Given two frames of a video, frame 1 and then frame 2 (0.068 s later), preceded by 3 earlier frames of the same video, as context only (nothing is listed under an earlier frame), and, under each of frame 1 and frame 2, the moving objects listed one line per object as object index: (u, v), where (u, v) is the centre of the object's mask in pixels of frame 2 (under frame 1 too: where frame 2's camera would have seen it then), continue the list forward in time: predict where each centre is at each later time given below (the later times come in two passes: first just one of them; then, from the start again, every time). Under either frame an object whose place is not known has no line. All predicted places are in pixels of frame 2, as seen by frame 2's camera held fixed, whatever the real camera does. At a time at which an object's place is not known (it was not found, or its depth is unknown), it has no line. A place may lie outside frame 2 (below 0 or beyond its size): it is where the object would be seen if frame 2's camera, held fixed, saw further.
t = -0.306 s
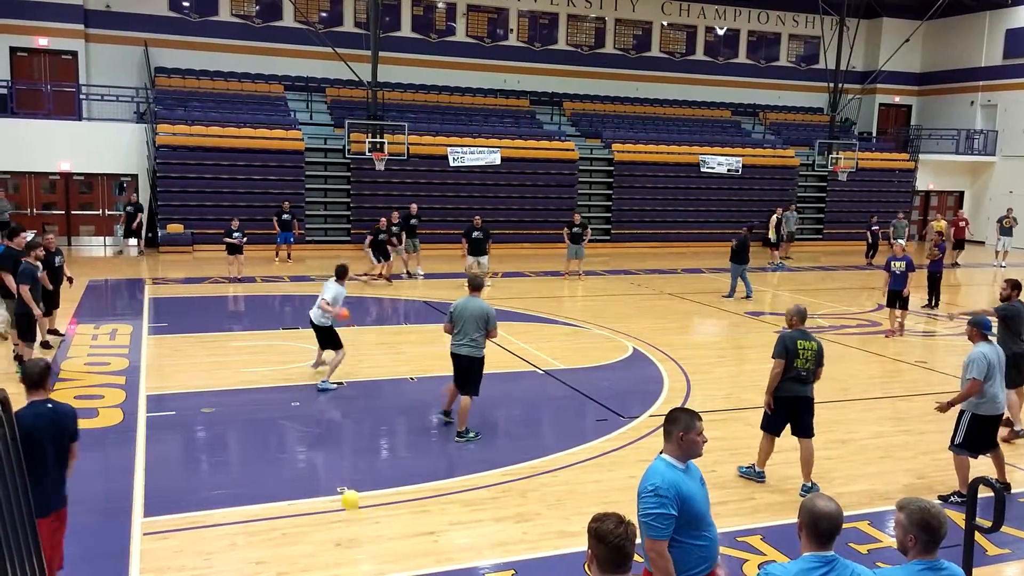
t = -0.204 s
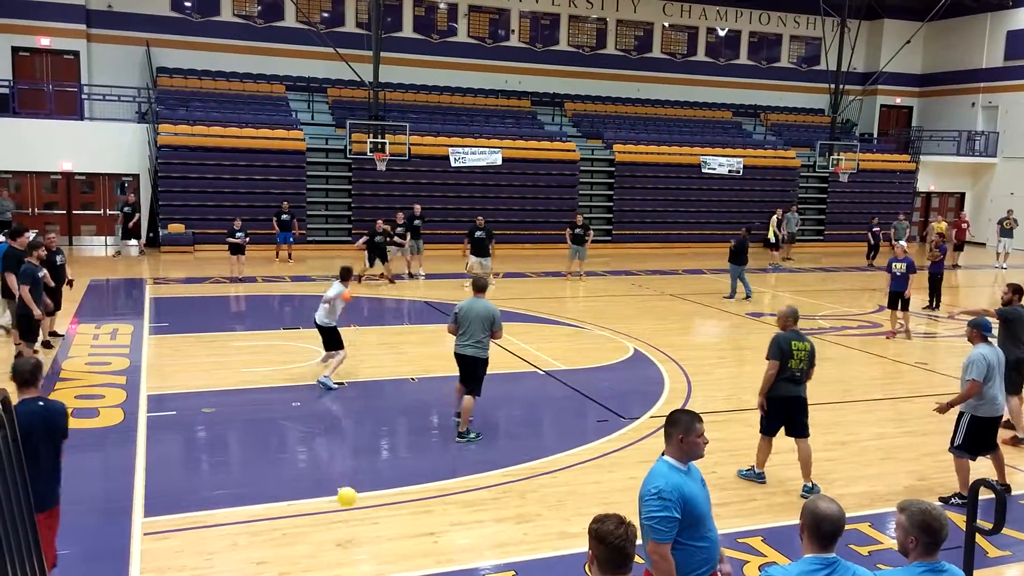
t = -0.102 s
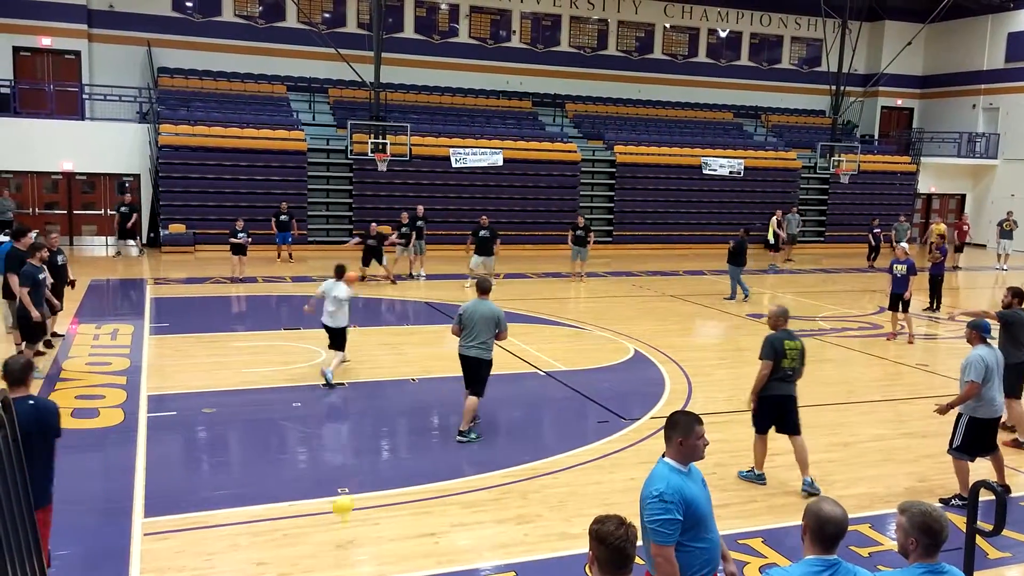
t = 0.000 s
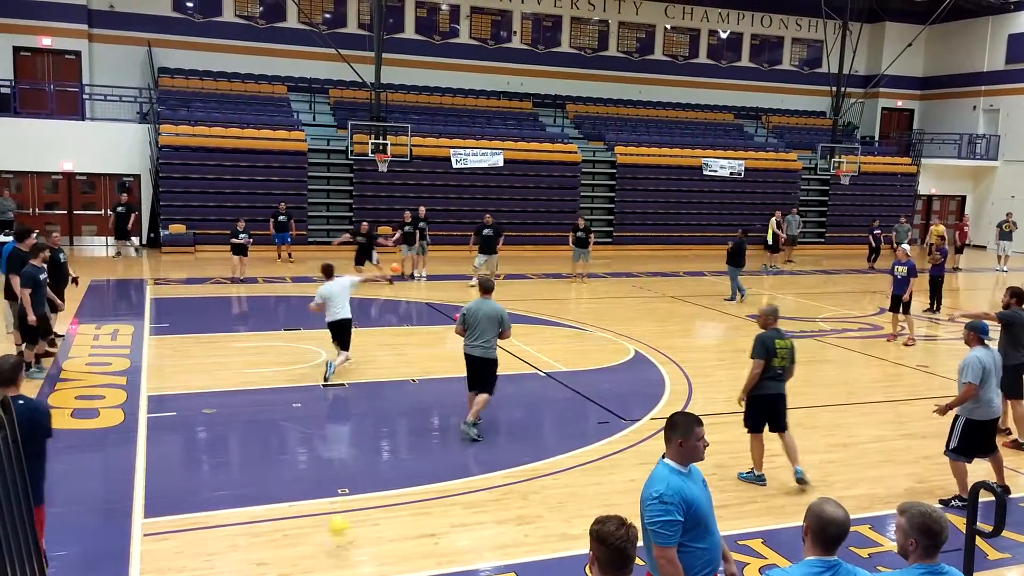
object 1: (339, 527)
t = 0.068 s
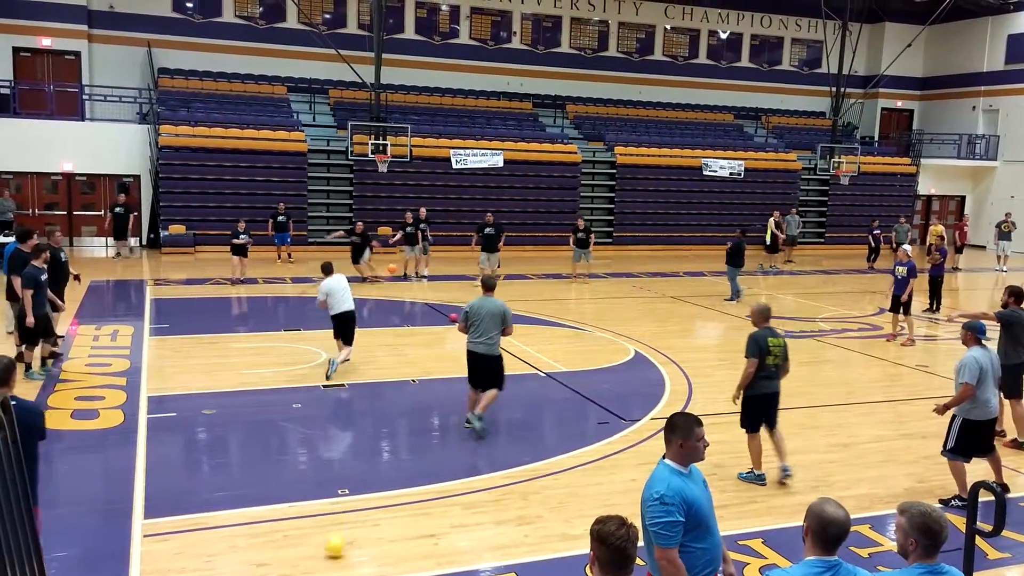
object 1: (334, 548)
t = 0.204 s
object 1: (329, 534)
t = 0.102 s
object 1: (333, 543)
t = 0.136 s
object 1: (332, 538)
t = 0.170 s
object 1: (331, 536)
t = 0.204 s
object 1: (329, 534)
